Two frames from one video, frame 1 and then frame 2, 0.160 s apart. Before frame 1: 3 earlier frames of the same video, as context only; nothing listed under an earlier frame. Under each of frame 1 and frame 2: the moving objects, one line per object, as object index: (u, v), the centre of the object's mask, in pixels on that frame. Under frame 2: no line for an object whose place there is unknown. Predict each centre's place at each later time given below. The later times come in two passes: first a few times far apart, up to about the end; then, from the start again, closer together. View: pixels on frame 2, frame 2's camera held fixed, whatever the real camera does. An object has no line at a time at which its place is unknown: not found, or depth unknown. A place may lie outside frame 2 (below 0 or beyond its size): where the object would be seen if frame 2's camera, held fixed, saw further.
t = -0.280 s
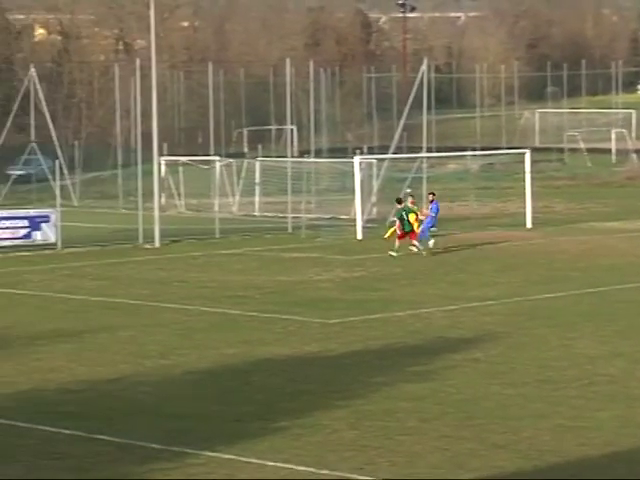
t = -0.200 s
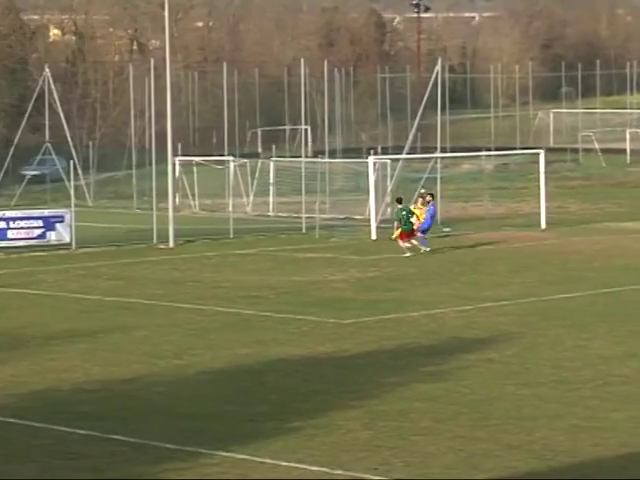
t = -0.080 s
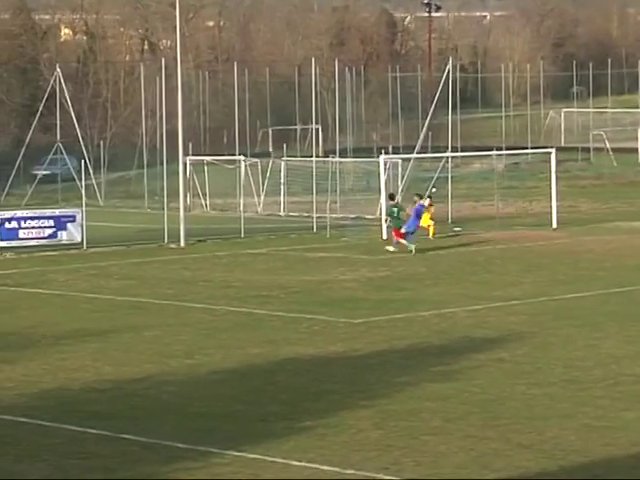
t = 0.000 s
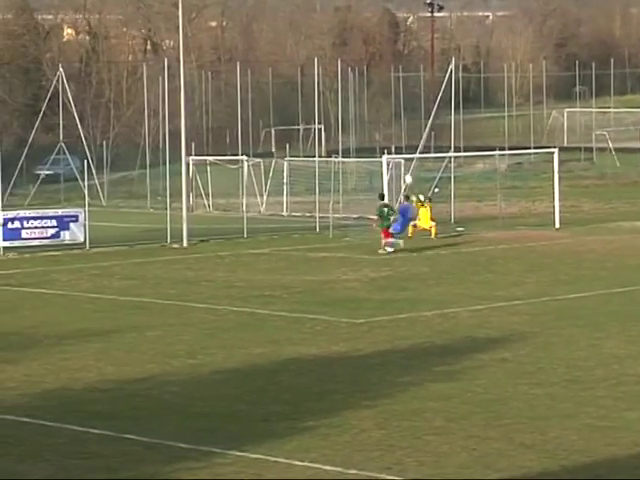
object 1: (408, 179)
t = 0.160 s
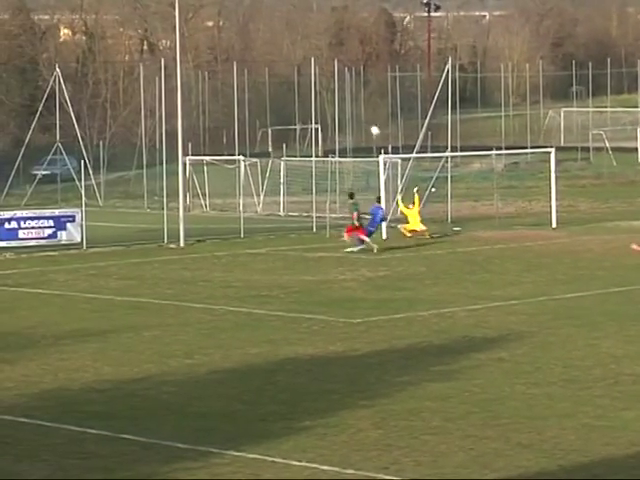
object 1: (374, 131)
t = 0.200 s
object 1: (367, 119)
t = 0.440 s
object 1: (322, 69)
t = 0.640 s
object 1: (285, 43)
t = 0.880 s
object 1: (242, 31)
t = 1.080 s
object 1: (207, 36)
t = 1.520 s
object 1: (137, 95)
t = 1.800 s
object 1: (97, 163)
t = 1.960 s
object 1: (96, 162)
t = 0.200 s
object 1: (367, 119)
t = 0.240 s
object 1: (359, 110)
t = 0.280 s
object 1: (352, 100)
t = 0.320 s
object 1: (344, 91)
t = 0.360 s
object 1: (337, 83)
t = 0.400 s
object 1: (329, 76)
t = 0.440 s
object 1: (322, 69)
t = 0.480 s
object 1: (314, 62)
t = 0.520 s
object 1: (308, 57)
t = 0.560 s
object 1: (299, 52)
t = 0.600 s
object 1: (292, 47)
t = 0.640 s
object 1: (285, 43)
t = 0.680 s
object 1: (278, 39)
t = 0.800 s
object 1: (256, 32)
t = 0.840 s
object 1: (249, 31)
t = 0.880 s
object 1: (242, 31)
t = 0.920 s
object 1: (235, 30)
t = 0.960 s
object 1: (228, 31)
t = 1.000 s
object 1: (221, 32)
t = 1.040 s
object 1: (214, 33)
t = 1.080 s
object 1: (207, 36)
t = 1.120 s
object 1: (201, 39)
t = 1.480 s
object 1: (143, 87)
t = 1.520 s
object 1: (137, 95)
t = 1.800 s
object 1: (97, 163)
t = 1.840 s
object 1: (95, 167)
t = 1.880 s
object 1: (95, 166)
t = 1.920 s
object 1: (96, 163)
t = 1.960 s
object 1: (96, 162)
